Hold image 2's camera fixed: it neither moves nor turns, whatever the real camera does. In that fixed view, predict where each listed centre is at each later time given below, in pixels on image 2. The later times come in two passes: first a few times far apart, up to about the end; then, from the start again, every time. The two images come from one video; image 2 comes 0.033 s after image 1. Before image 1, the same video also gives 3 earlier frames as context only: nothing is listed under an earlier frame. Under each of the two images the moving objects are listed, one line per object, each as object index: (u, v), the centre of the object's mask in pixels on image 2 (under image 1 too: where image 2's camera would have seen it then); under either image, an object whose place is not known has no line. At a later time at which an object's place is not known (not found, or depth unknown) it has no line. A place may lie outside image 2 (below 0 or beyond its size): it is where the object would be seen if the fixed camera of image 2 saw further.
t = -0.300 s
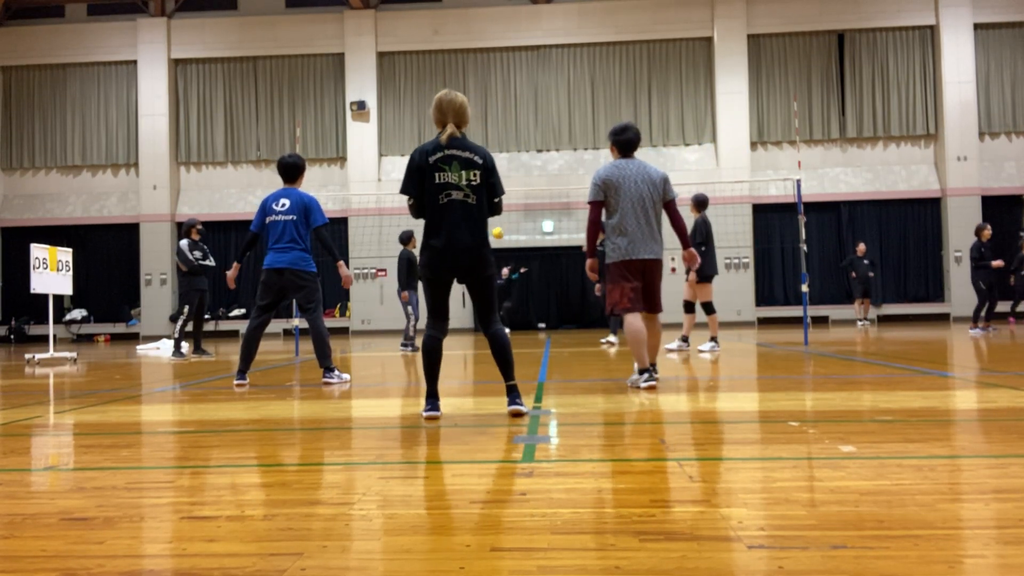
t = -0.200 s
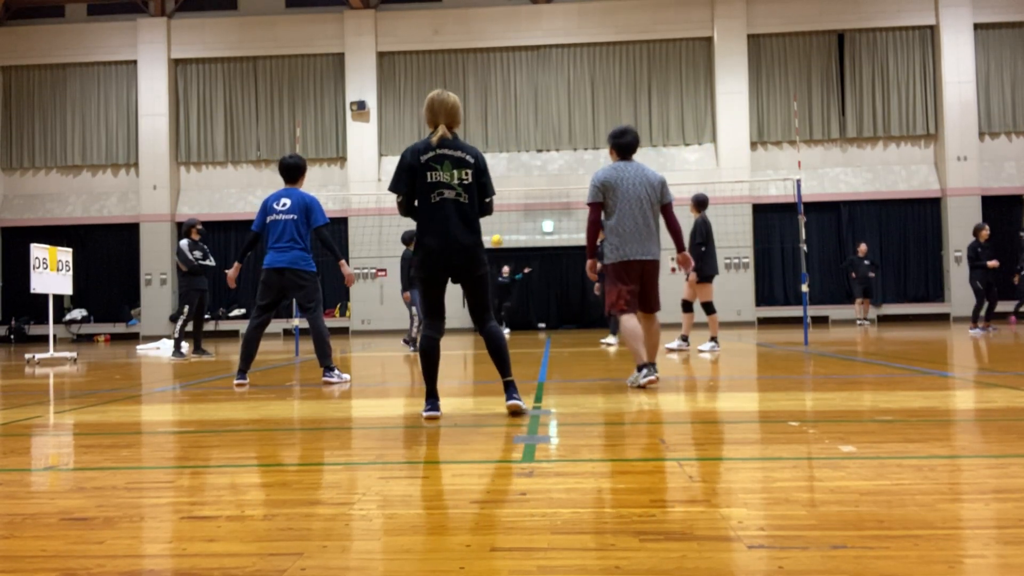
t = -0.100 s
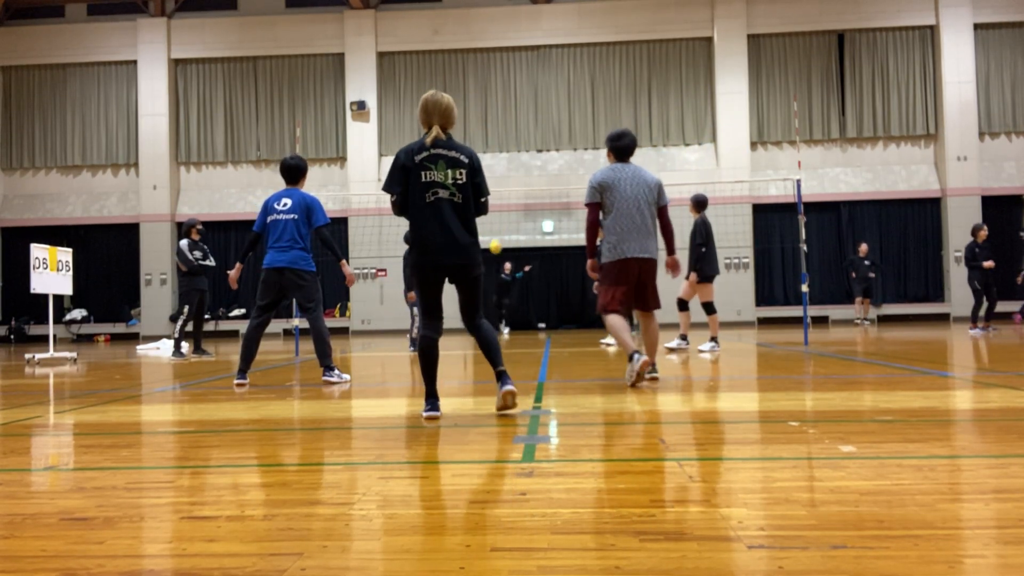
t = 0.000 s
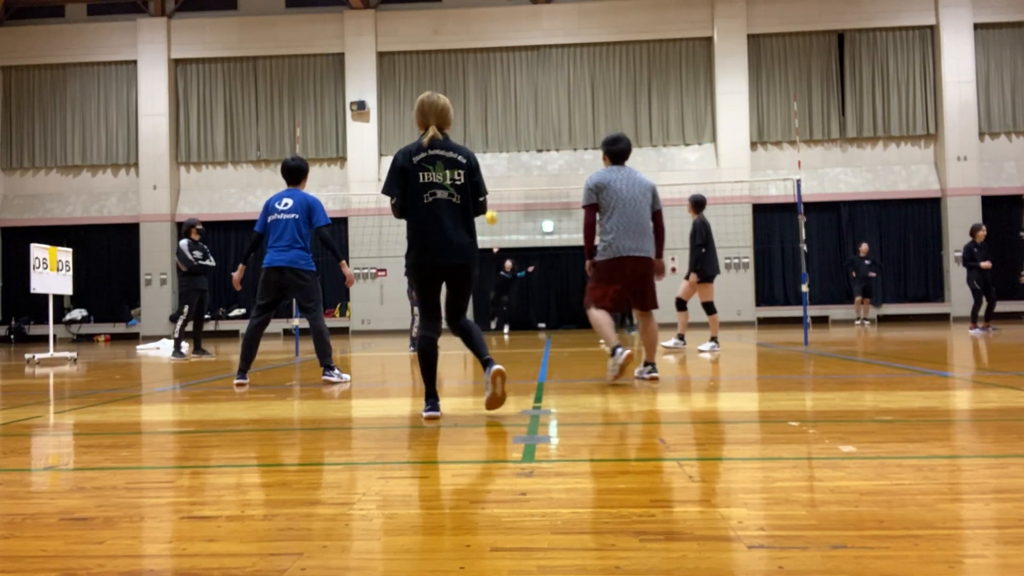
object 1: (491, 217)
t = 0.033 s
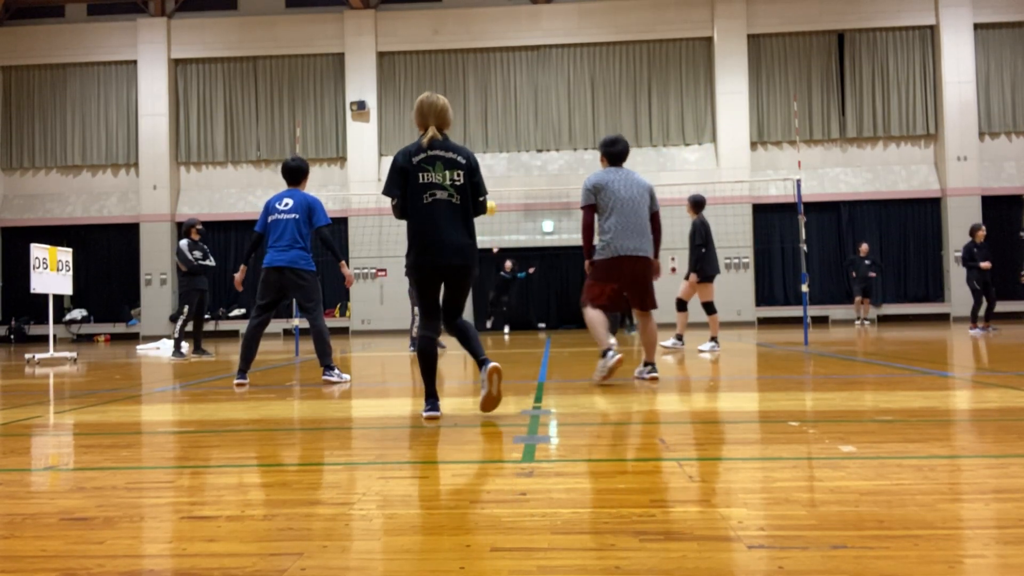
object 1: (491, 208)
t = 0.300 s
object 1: (480, 136)
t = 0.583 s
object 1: (465, 67)
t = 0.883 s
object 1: (435, 26)
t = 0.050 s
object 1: (491, 203)
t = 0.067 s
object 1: (491, 199)
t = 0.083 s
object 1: (491, 194)
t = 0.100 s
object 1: (490, 189)
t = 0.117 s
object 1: (489, 185)
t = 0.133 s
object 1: (488, 180)
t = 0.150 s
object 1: (487, 175)
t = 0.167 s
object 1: (486, 171)
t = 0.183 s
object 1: (485, 166)
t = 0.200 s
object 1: (484, 162)
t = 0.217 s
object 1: (483, 157)
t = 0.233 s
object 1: (482, 153)
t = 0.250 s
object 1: (482, 149)
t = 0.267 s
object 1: (481, 145)
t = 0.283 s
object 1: (480, 141)
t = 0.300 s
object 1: (480, 136)
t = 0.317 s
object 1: (479, 131)
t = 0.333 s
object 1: (478, 127)
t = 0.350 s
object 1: (478, 123)
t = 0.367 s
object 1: (477, 119)
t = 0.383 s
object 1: (476, 114)
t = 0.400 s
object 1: (475, 110)
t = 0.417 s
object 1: (474, 106)
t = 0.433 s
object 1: (474, 102)
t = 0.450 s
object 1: (473, 98)
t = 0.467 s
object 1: (472, 94)
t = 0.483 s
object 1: (471, 90)
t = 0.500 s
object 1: (470, 86)
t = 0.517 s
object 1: (469, 82)
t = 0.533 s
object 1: (468, 78)
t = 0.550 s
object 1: (467, 74)
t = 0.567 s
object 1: (466, 71)
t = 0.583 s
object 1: (465, 67)
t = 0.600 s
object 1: (464, 64)
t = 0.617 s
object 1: (463, 60)
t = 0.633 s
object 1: (462, 57)
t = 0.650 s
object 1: (460, 54)
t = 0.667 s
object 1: (458, 51)
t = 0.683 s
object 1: (457, 48)
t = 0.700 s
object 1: (455, 45)
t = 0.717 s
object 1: (454, 42)
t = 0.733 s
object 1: (452, 40)
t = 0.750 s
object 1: (451, 37)
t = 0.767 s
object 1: (449, 35)
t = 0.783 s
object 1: (447, 33)
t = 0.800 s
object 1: (445, 31)
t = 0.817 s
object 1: (443, 30)
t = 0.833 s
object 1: (441, 28)
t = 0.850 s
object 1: (439, 28)
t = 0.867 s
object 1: (437, 27)
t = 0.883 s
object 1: (435, 26)
